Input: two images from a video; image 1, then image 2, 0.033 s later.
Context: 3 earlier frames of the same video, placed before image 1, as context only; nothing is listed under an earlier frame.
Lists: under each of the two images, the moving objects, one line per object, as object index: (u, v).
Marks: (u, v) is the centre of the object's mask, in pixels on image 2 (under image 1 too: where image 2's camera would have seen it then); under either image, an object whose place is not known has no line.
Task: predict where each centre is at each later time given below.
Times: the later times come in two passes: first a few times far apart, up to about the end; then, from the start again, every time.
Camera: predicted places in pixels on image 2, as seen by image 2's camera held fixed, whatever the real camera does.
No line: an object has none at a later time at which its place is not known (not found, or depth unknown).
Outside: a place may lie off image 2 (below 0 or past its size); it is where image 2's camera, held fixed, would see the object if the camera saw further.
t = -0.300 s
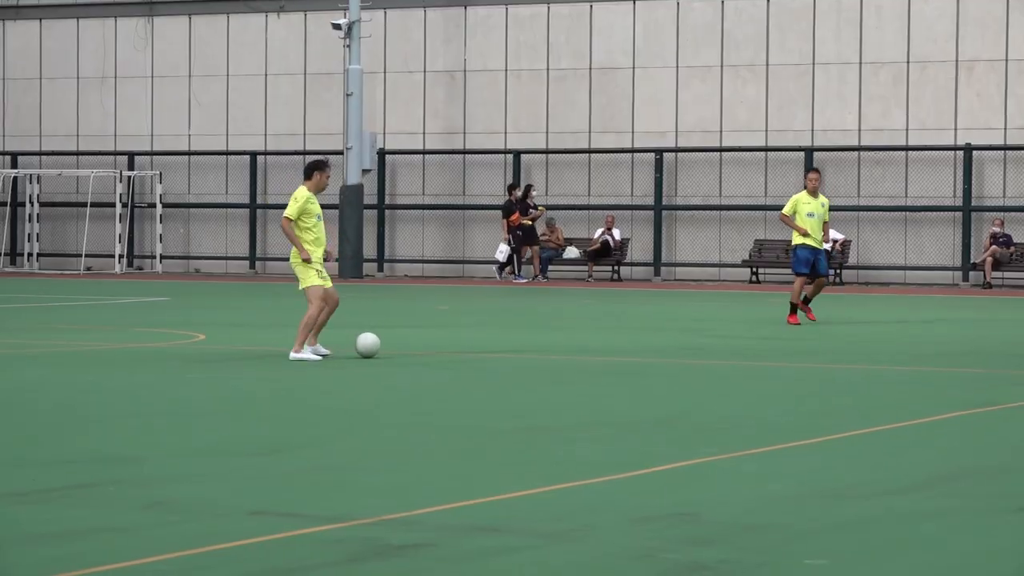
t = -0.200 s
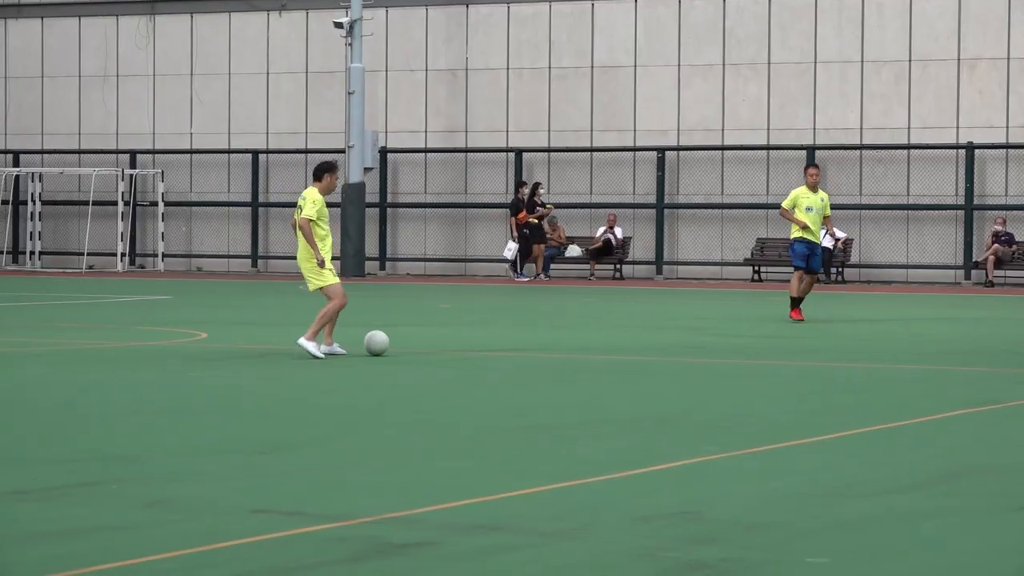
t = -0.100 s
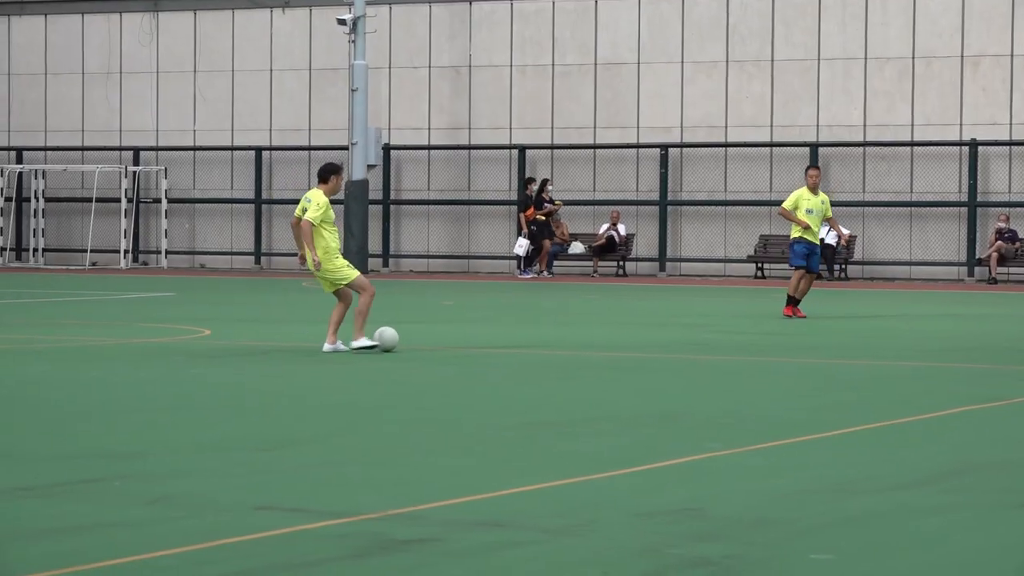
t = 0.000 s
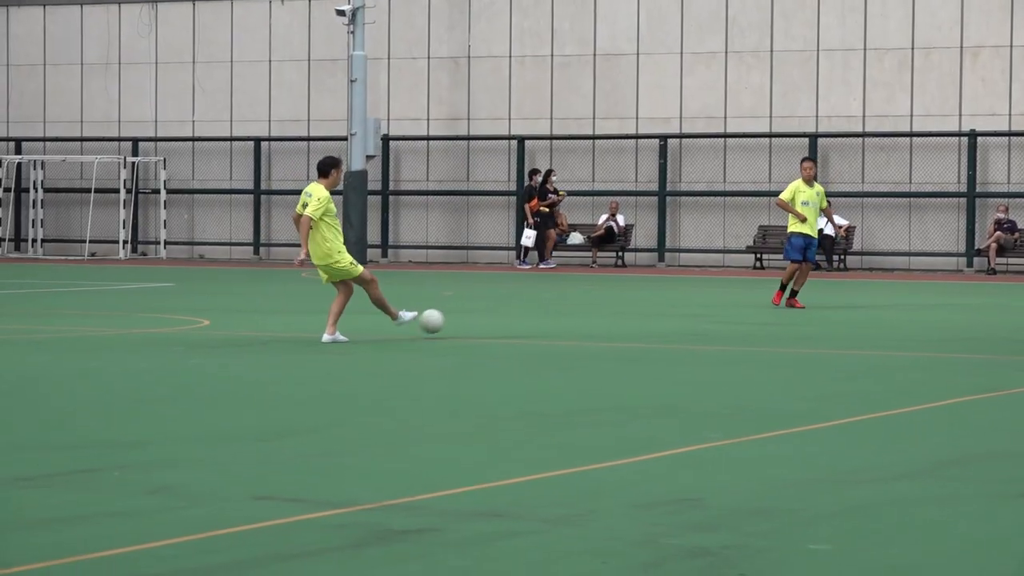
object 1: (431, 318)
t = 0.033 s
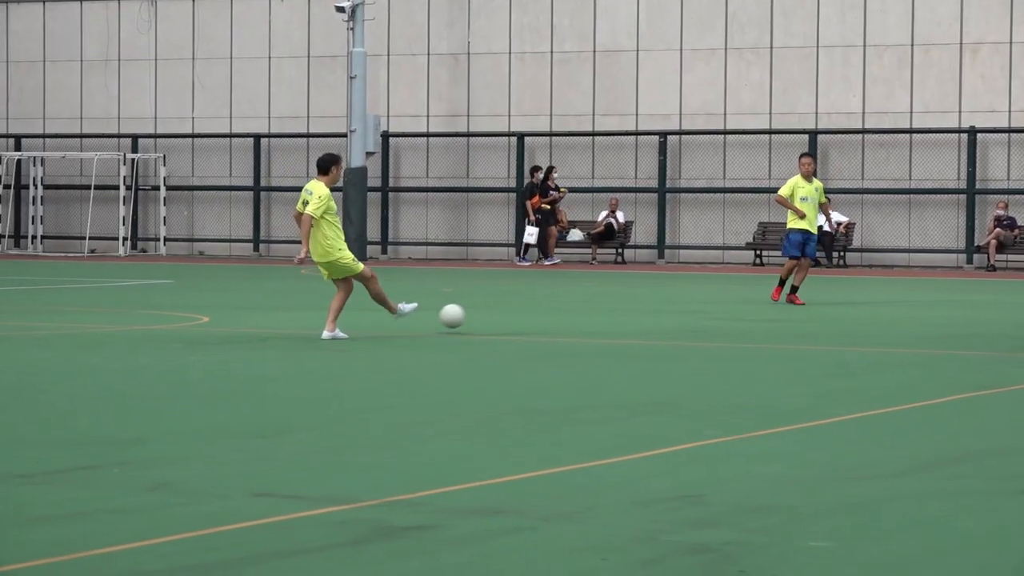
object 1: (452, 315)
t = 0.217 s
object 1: (552, 310)
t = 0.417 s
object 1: (639, 304)
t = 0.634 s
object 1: (713, 300)
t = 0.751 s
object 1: (745, 299)
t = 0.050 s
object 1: (462, 315)
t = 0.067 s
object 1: (472, 314)
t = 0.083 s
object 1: (482, 315)
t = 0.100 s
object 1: (492, 315)
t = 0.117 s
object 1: (501, 315)
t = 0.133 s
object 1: (510, 316)
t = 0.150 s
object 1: (520, 316)
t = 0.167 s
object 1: (528, 314)
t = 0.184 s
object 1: (536, 312)
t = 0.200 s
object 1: (545, 311)
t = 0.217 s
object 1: (552, 310)
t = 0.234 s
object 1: (560, 309)
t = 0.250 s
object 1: (568, 308)
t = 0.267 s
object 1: (576, 308)
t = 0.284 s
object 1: (584, 308)
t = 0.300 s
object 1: (591, 309)
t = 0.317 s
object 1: (599, 310)
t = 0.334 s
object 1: (606, 310)
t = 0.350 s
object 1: (613, 308)
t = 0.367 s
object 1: (619, 306)
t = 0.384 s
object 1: (626, 305)
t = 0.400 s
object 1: (632, 304)
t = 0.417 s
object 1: (639, 304)
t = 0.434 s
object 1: (645, 303)
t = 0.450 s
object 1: (651, 303)
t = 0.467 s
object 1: (658, 304)
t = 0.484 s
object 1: (664, 304)
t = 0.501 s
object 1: (670, 305)
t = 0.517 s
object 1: (676, 306)
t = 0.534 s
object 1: (681, 305)
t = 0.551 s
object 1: (687, 303)
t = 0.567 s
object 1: (692, 302)
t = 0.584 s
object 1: (697, 301)
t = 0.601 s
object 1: (703, 301)
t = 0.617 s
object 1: (708, 300)
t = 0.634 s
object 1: (713, 300)
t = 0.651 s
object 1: (718, 301)
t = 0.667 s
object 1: (723, 302)
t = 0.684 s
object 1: (728, 303)
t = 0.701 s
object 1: (733, 302)
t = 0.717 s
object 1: (737, 301)
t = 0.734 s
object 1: (741, 299)
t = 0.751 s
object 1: (745, 299)
